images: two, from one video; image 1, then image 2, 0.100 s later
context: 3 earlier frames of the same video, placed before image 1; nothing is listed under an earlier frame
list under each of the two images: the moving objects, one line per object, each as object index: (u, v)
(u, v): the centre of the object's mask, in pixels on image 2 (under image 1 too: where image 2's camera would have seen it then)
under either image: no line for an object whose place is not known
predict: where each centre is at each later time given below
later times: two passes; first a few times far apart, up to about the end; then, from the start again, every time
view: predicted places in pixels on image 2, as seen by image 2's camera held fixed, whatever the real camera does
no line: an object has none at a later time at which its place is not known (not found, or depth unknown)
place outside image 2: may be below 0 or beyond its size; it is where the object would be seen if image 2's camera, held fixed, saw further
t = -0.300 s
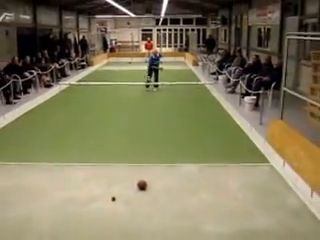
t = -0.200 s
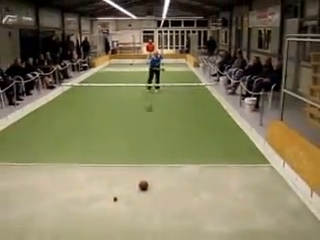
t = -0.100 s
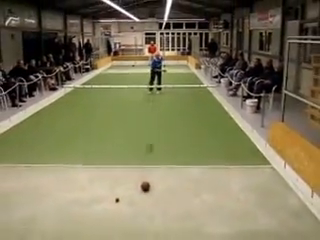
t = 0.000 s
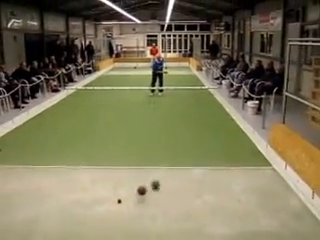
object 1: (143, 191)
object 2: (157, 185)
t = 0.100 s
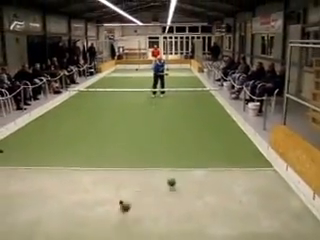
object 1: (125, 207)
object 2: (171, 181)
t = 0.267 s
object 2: (195, 184)
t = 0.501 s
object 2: (228, 184)
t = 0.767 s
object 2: (263, 182)
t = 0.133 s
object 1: (117, 214)
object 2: (175, 182)
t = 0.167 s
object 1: (109, 223)
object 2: (180, 183)
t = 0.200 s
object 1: (100, 233)
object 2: (185, 184)
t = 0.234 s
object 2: (190, 184)
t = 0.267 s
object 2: (195, 184)
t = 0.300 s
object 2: (199, 184)
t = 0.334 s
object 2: (204, 185)
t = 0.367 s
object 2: (209, 184)
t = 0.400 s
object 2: (213, 184)
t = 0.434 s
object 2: (218, 184)
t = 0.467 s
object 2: (223, 184)
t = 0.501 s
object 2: (228, 184)
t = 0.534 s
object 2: (232, 183)
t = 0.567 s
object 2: (237, 183)
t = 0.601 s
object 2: (241, 183)
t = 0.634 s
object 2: (246, 183)
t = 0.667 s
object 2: (250, 183)
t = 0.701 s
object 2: (254, 182)
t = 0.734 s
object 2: (259, 182)
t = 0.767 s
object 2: (263, 182)
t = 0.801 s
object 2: (268, 182)
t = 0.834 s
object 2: (272, 182)
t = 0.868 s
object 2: (276, 182)
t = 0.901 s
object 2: (280, 181)
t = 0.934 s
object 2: (285, 181)
